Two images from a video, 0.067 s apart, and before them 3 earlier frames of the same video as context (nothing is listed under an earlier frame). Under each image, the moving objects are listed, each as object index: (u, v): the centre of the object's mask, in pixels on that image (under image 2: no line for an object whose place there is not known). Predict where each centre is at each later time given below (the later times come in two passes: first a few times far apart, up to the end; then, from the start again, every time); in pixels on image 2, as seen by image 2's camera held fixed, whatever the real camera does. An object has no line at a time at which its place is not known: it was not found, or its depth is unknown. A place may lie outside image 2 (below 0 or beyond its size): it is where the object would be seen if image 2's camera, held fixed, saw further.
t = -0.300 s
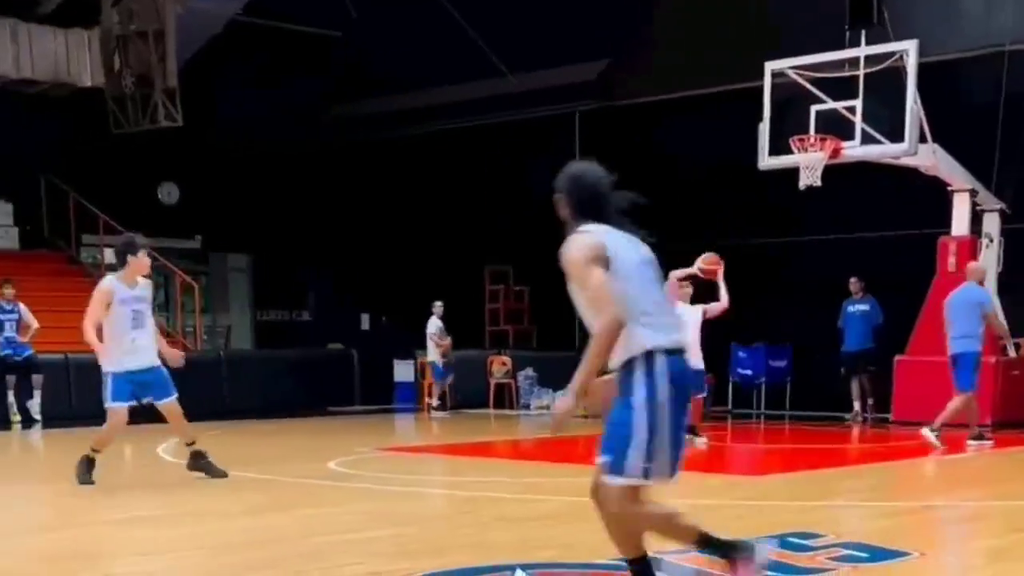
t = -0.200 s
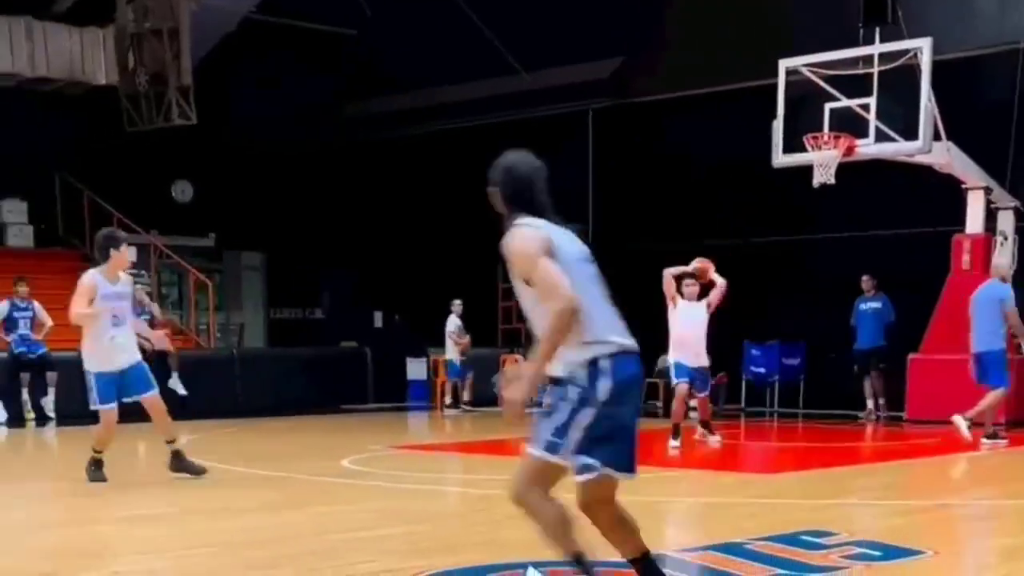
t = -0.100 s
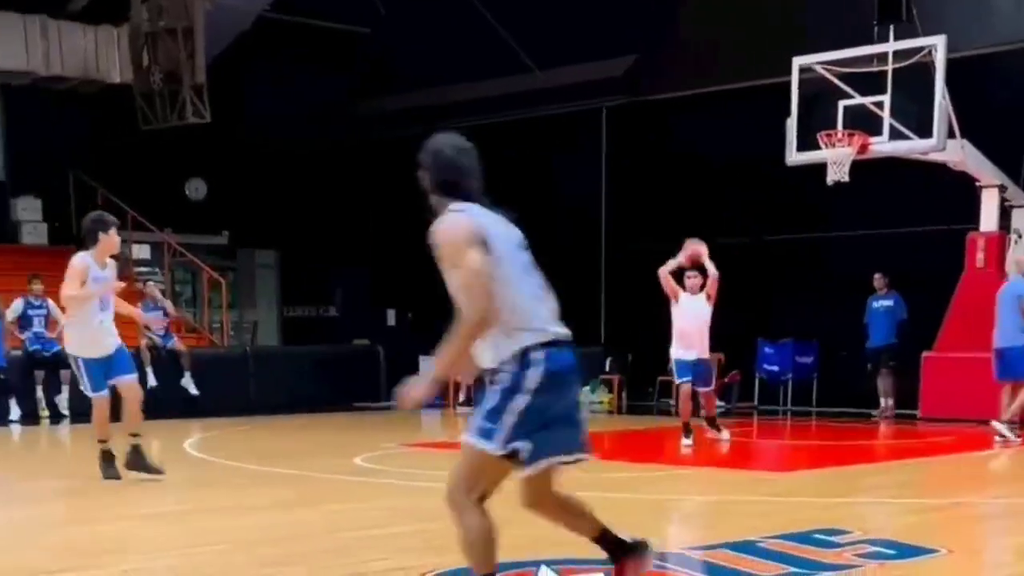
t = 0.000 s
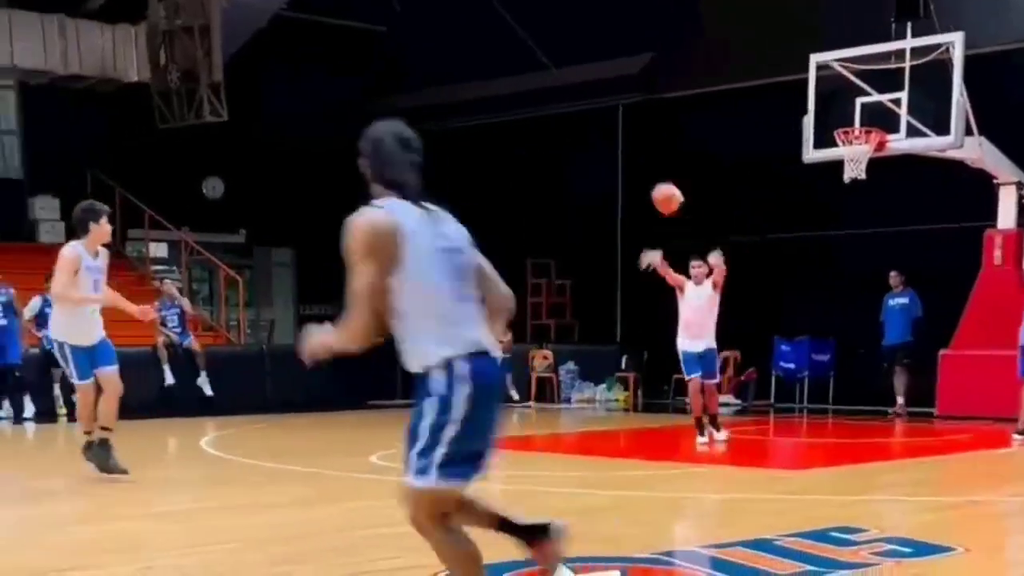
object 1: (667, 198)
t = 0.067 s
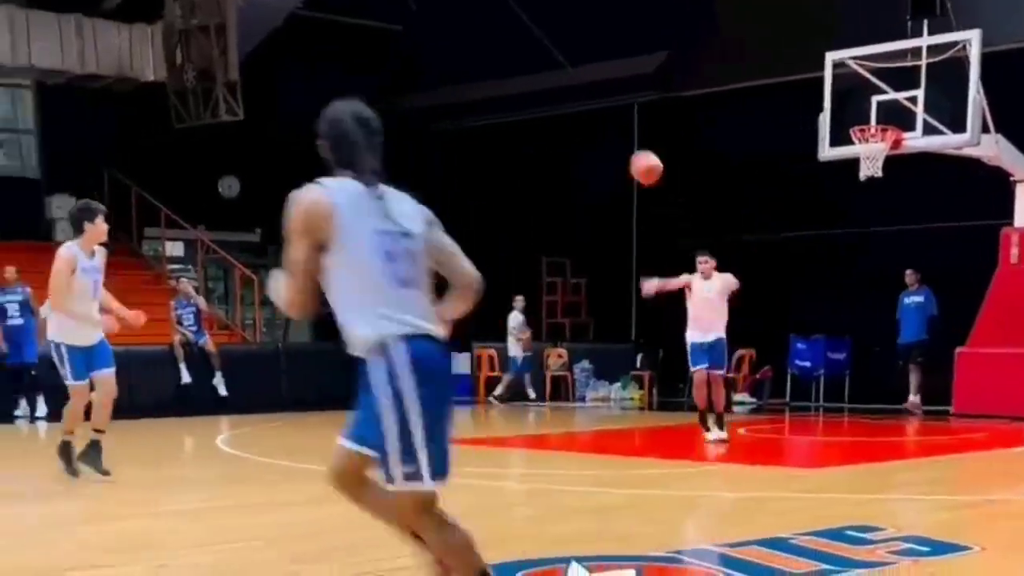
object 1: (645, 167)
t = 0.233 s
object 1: (534, 103)
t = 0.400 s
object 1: (383, 58)
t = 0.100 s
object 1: (626, 153)
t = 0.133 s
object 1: (605, 139)
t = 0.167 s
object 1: (583, 126)
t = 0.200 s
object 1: (559, 114)
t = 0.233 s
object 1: (534, 103)
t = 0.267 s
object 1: (509, 92)
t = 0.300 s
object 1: (481, 82)
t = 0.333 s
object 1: (451, 73)
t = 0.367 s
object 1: (419, 65)
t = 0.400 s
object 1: (383, 58)
